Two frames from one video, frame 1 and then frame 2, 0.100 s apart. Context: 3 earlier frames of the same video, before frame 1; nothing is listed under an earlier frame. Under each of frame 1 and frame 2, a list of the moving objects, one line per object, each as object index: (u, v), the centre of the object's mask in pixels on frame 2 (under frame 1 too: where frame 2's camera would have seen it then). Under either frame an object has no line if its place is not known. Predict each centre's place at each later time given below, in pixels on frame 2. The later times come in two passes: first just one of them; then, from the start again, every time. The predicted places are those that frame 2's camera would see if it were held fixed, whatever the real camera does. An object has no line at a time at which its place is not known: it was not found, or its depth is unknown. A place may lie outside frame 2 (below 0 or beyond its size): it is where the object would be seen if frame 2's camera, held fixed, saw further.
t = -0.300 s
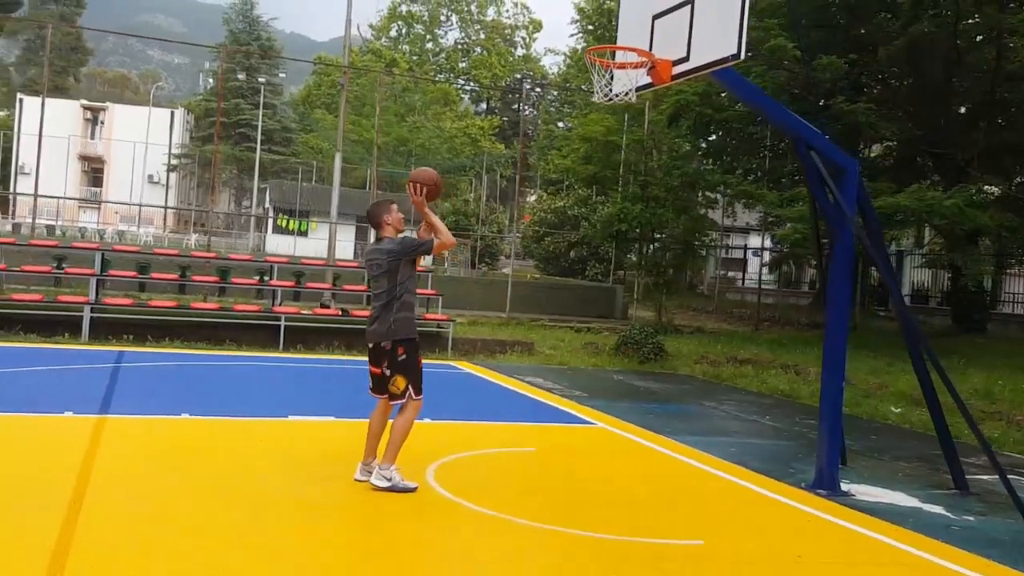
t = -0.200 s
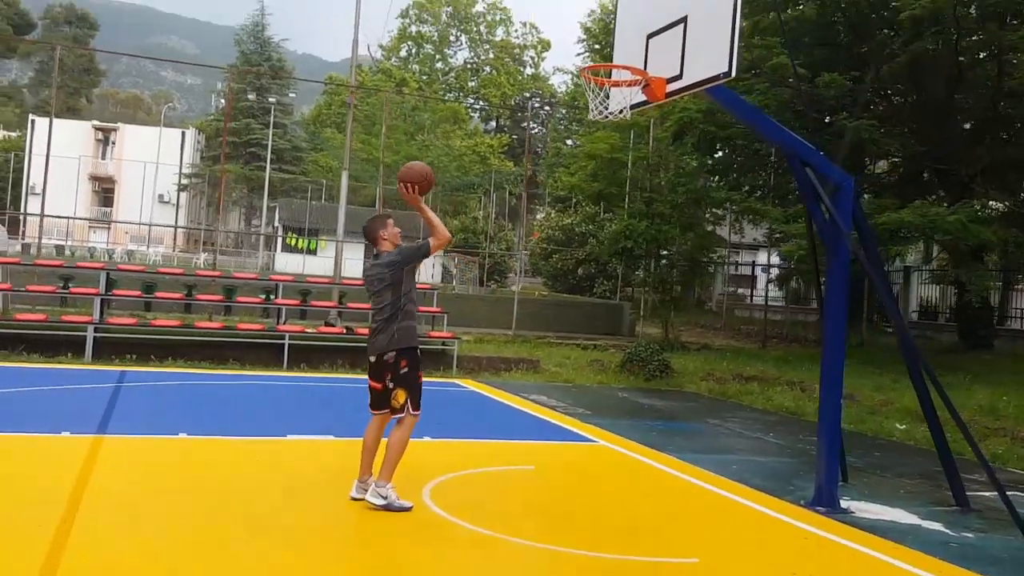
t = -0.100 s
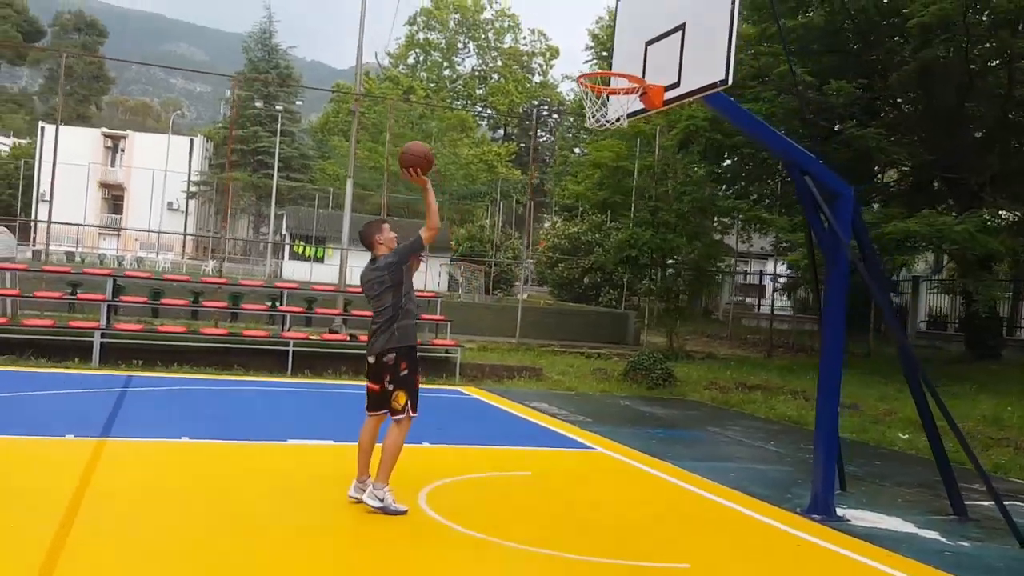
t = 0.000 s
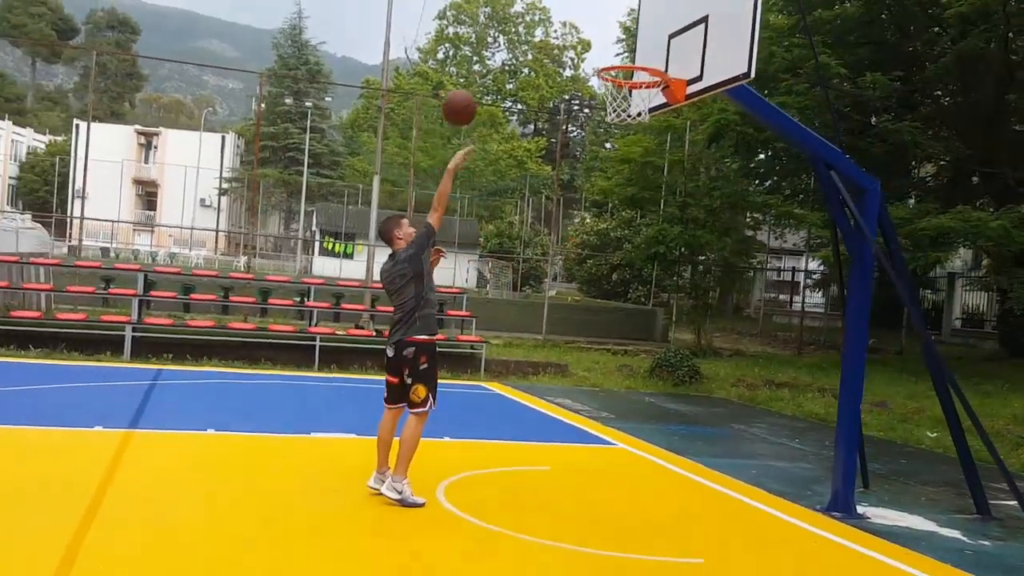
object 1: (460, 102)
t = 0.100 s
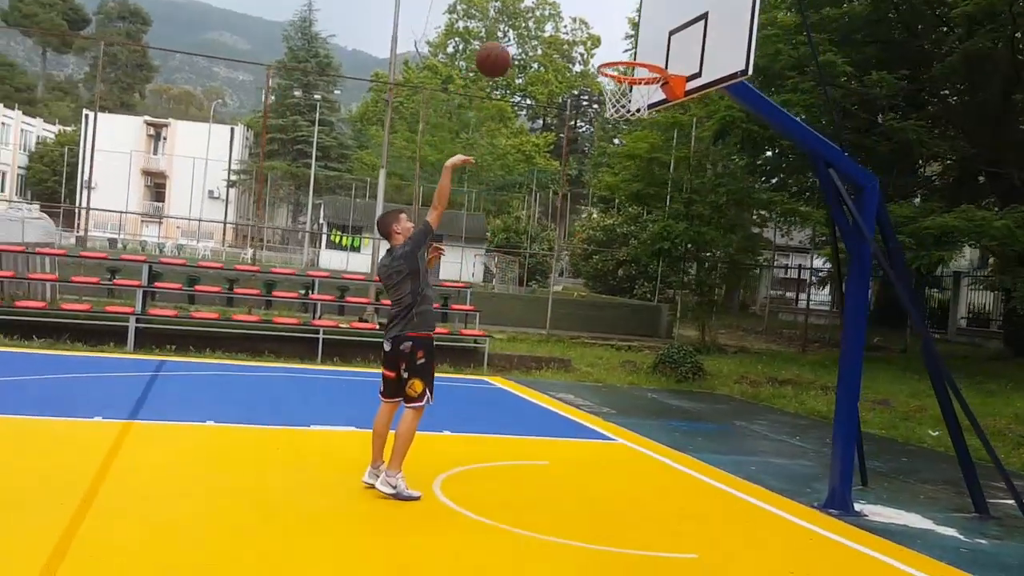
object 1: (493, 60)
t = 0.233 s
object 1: (530, 30)
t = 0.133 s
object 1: (497, 56)
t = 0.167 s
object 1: (512, 43)
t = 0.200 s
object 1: (521, 34)
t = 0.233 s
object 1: (530, 30)
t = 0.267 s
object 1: (539, 26)
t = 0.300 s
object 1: (547, 23)
